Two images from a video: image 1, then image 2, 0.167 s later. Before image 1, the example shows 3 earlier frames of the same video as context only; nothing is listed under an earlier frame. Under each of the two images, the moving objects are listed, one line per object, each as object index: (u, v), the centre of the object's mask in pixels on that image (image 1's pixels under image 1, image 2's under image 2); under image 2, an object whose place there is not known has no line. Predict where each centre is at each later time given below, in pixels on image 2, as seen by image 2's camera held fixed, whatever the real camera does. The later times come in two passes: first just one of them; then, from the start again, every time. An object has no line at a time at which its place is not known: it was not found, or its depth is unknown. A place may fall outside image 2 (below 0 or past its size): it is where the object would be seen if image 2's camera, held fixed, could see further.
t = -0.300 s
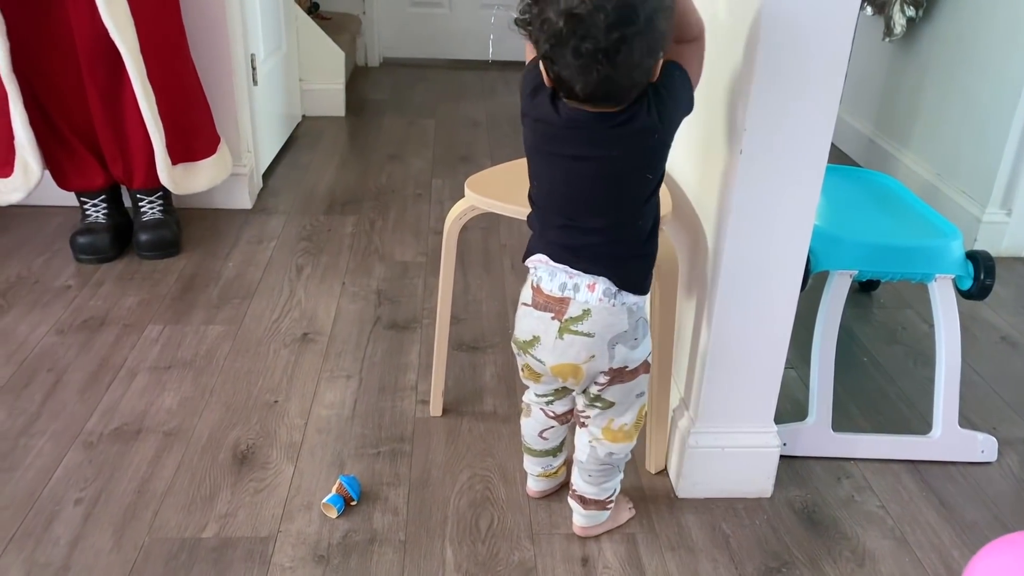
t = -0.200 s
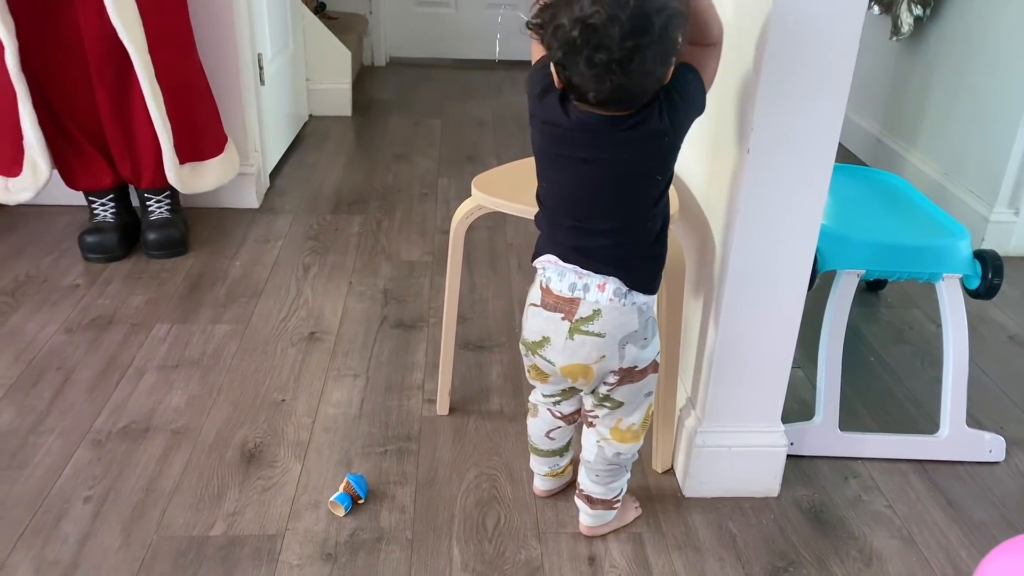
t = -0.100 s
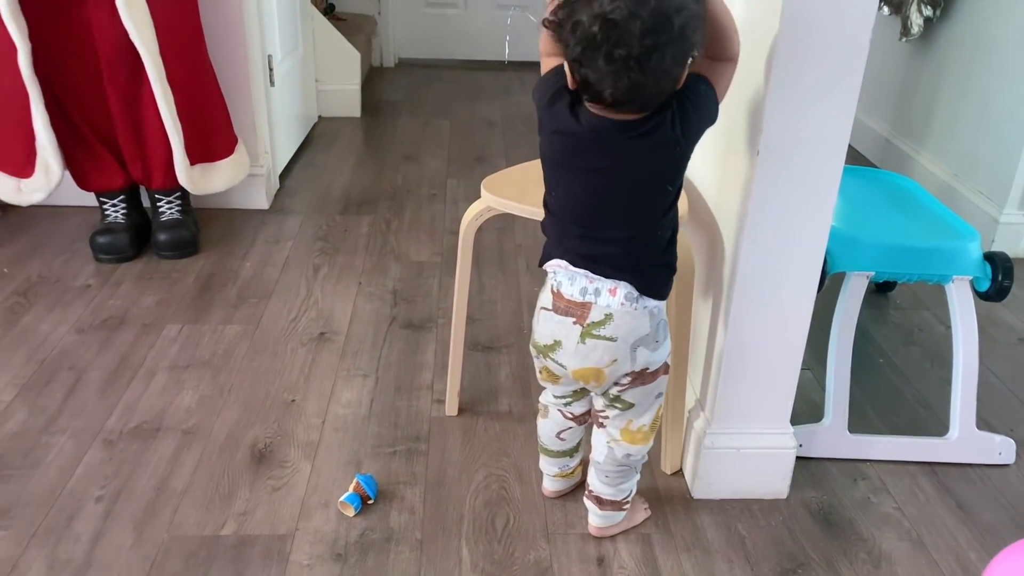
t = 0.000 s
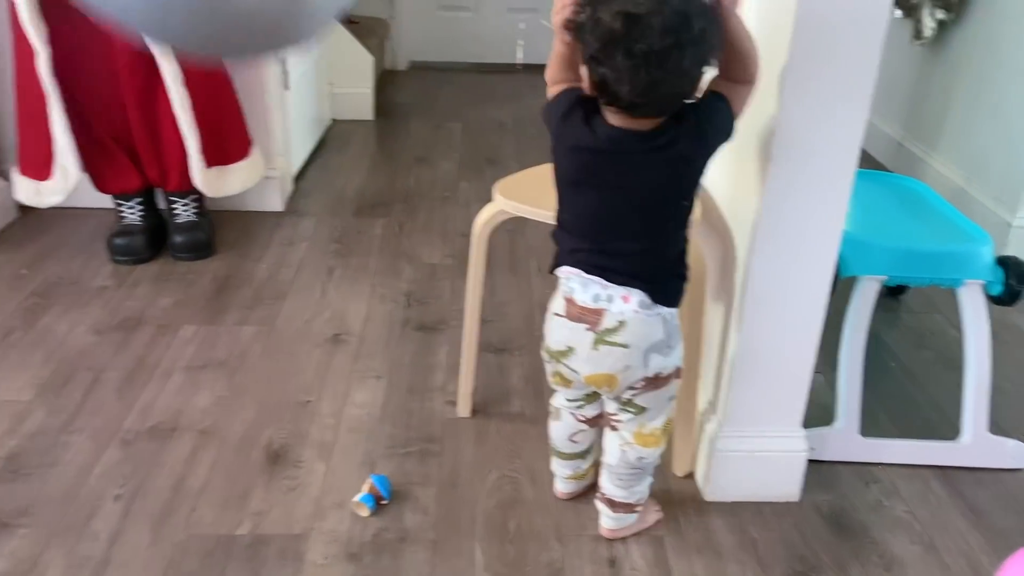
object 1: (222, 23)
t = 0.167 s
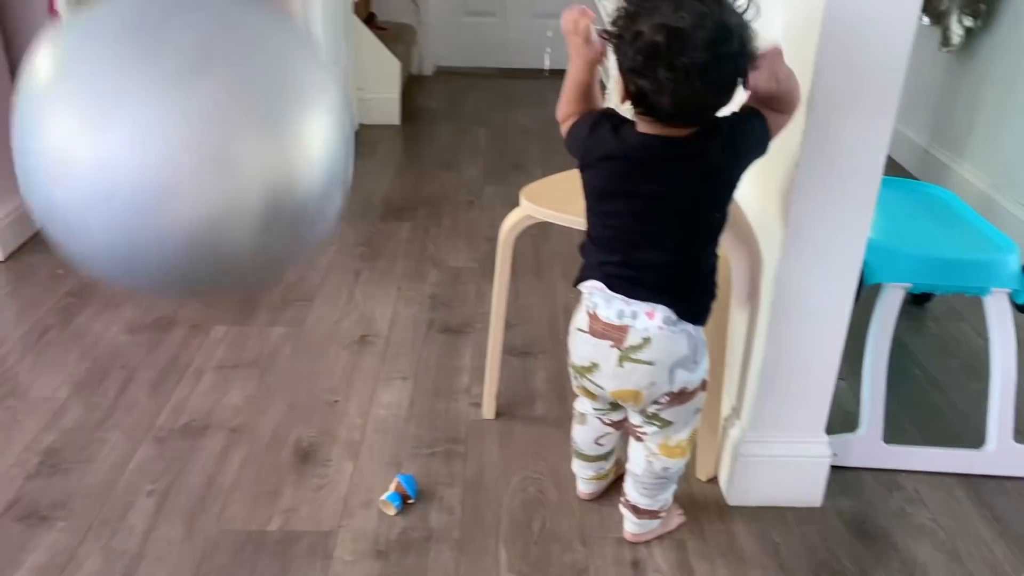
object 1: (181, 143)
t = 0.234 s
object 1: (164, 244)
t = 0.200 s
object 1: (170, 192)
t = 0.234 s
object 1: (164, 244)
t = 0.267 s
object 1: (159, 300)
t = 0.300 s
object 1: (158, 355)
